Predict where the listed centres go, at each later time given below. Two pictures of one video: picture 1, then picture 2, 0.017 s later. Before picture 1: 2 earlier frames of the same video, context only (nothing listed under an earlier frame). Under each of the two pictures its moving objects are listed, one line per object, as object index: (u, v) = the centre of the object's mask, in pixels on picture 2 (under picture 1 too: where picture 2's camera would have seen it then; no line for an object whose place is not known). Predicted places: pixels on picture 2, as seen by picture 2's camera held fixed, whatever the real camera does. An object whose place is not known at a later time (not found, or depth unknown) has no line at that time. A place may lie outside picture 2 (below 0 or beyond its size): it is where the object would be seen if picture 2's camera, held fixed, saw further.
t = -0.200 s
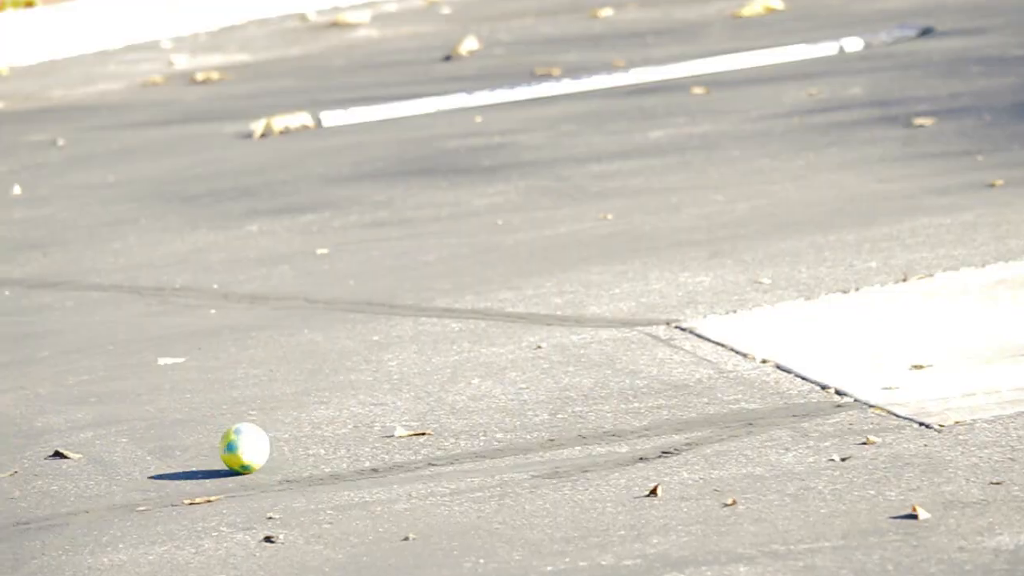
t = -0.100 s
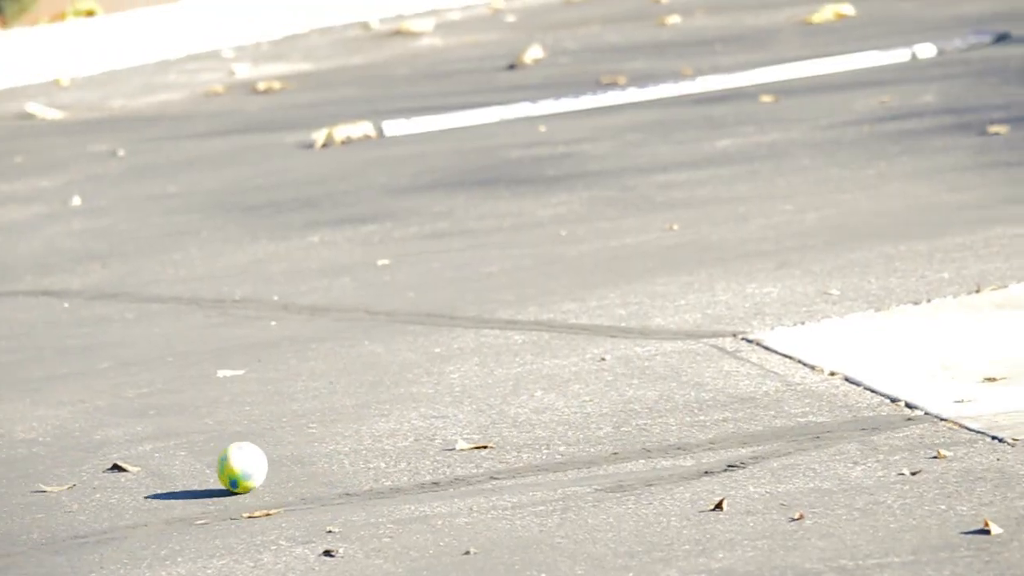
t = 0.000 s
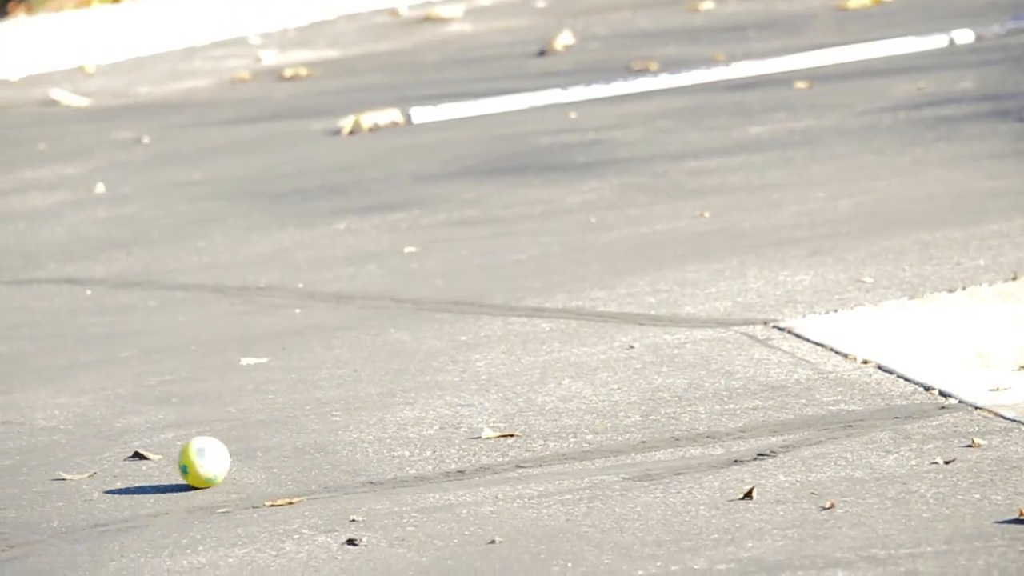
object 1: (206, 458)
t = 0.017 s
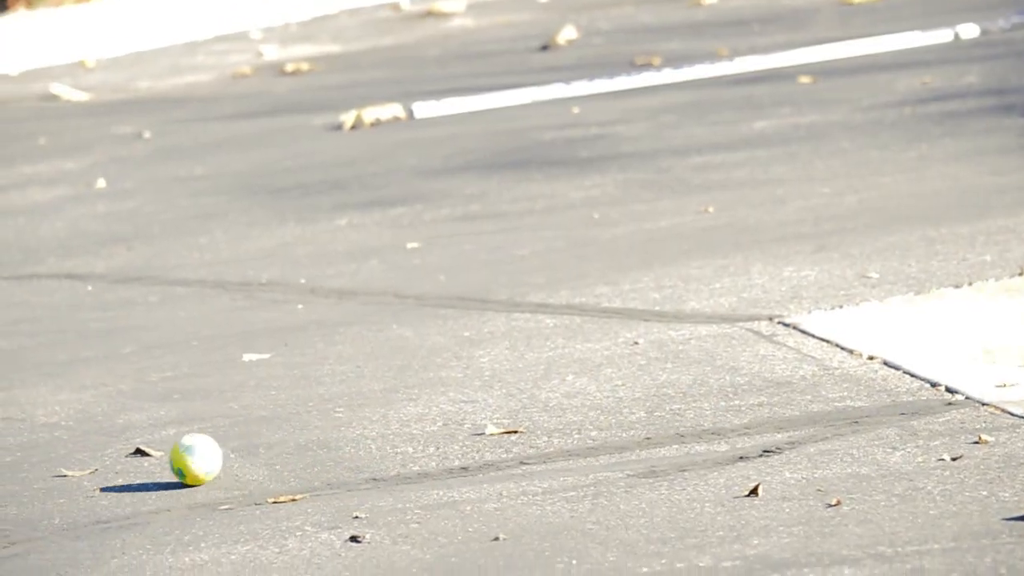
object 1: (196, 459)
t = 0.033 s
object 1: (186, 460)
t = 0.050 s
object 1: (176, 461)
